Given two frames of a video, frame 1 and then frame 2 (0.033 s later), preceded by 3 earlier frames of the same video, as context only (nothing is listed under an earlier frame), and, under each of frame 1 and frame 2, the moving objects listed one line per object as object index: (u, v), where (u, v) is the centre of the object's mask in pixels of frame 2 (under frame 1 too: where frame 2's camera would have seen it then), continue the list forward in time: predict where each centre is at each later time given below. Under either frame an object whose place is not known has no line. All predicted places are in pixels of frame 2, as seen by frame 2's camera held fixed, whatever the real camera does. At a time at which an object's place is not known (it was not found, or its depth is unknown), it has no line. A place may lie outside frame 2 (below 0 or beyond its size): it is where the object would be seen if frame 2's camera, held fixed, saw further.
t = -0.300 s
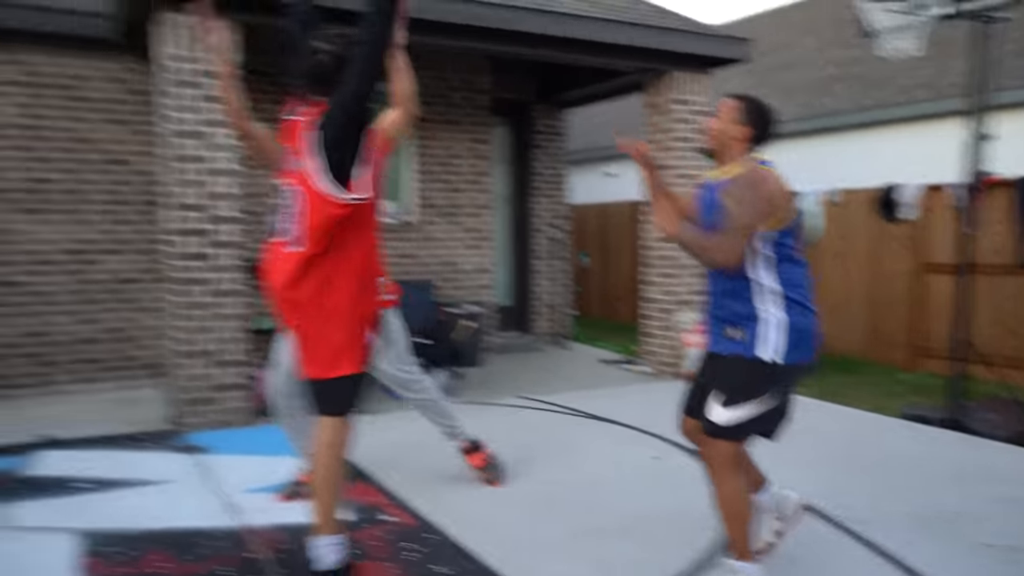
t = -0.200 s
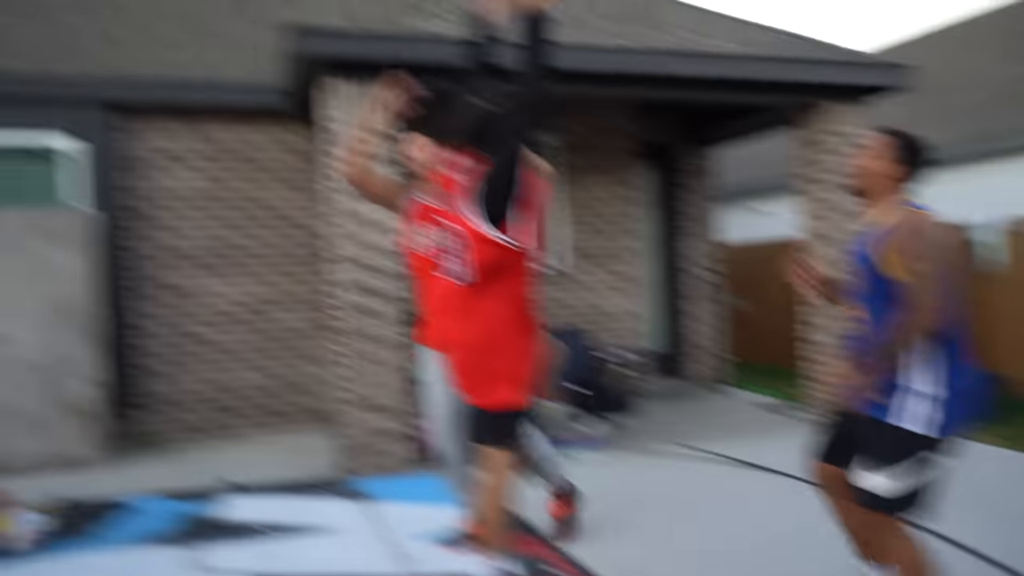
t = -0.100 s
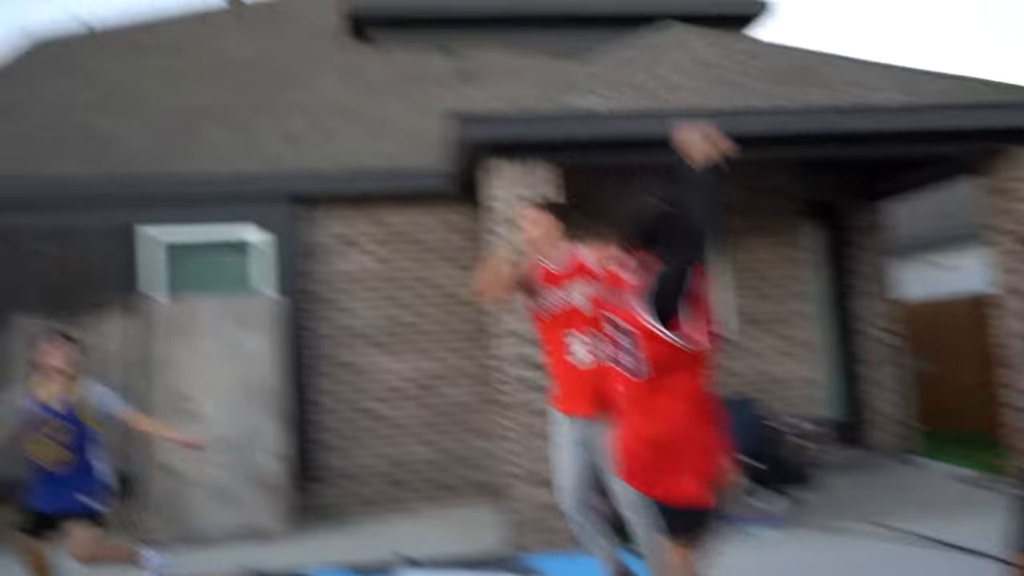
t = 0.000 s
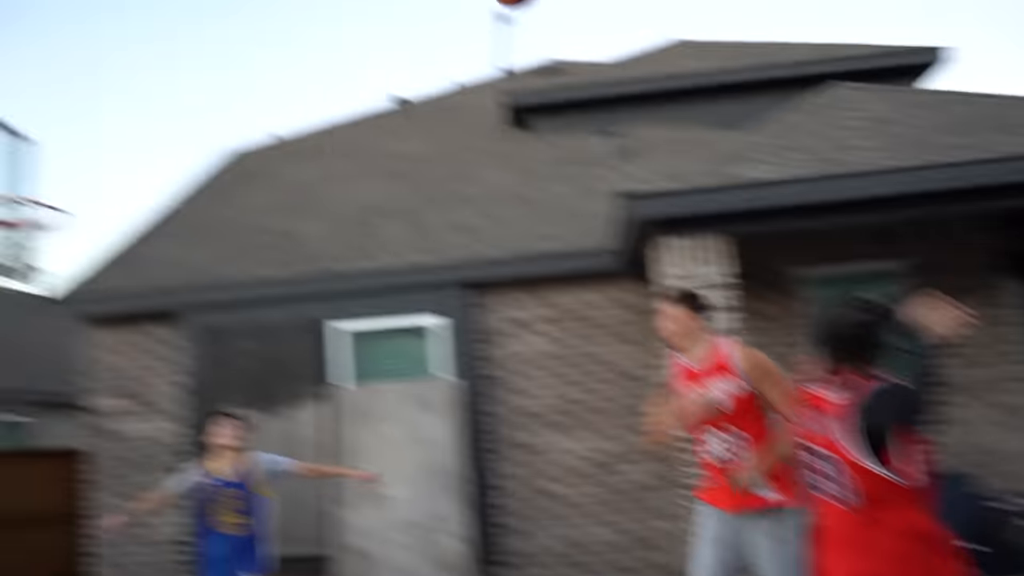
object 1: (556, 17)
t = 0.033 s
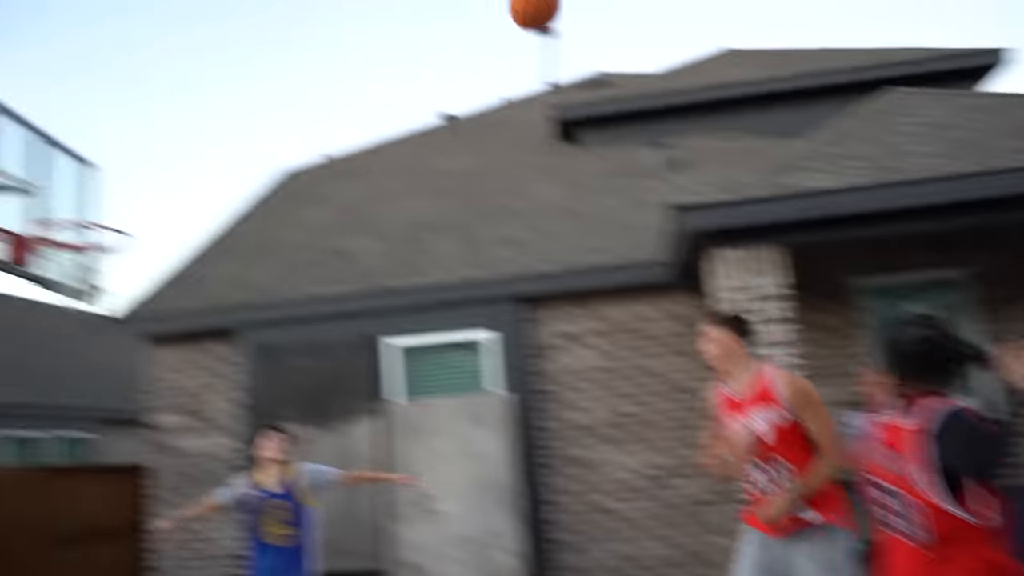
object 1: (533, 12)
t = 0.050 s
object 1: (521, 12)
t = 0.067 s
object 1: (508, 14)
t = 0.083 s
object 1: (495, 20)
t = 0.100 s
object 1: (483, 26)
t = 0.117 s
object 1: (470, 33)
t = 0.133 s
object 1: (458, 41)
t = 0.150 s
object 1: (446, 49)
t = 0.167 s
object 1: (433, 57)
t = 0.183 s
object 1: (422, 65)
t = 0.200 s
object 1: (411, 74)
